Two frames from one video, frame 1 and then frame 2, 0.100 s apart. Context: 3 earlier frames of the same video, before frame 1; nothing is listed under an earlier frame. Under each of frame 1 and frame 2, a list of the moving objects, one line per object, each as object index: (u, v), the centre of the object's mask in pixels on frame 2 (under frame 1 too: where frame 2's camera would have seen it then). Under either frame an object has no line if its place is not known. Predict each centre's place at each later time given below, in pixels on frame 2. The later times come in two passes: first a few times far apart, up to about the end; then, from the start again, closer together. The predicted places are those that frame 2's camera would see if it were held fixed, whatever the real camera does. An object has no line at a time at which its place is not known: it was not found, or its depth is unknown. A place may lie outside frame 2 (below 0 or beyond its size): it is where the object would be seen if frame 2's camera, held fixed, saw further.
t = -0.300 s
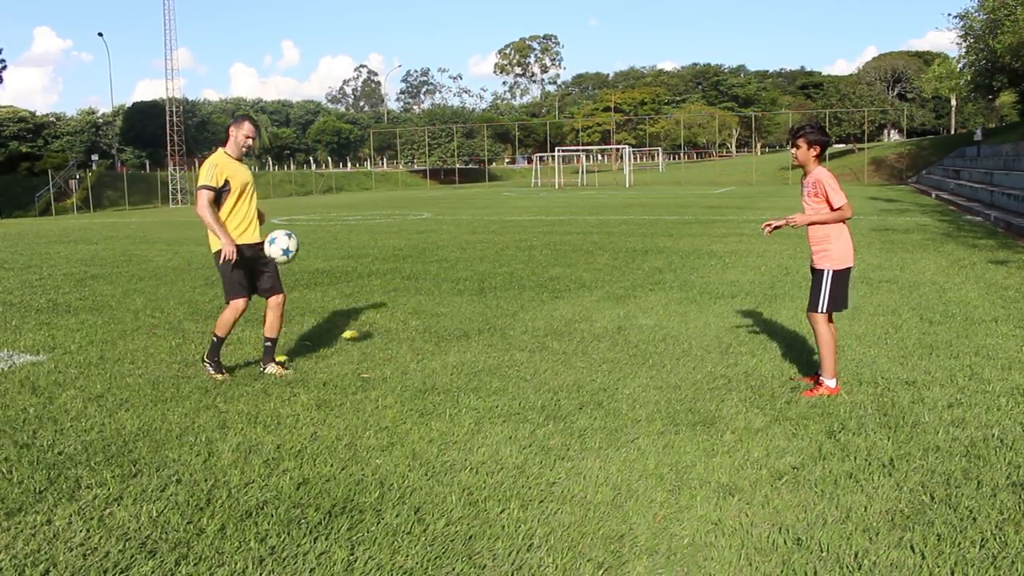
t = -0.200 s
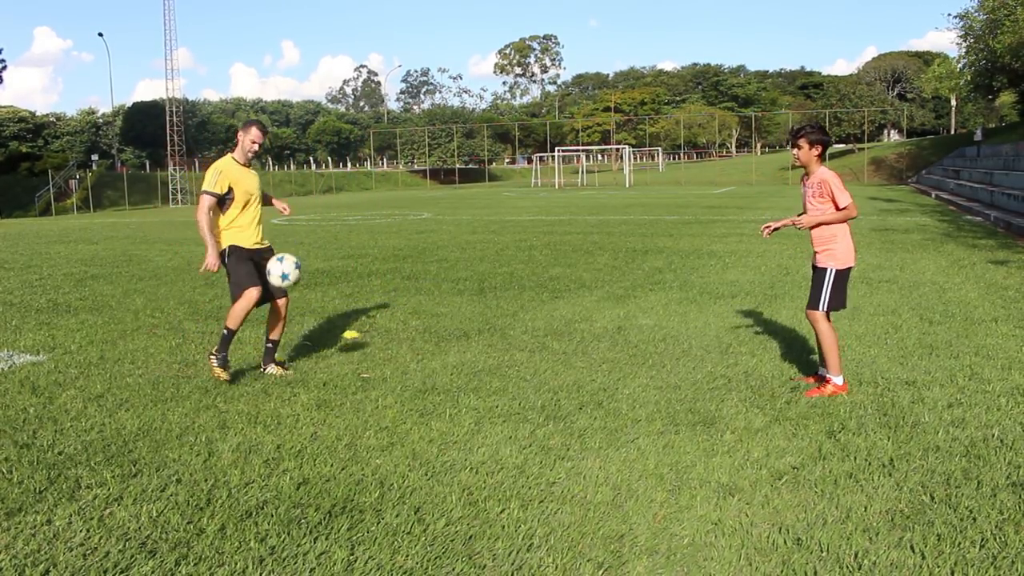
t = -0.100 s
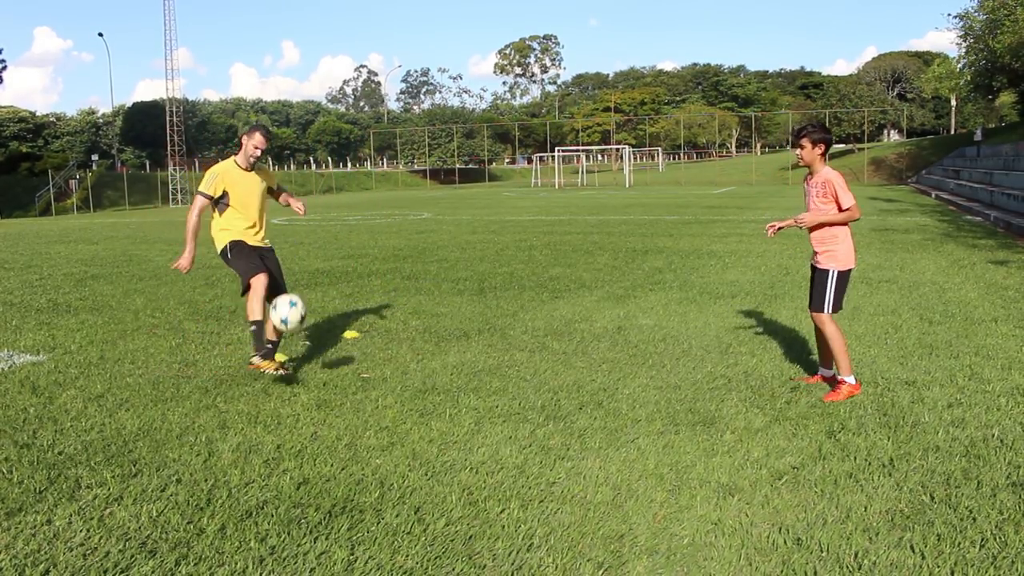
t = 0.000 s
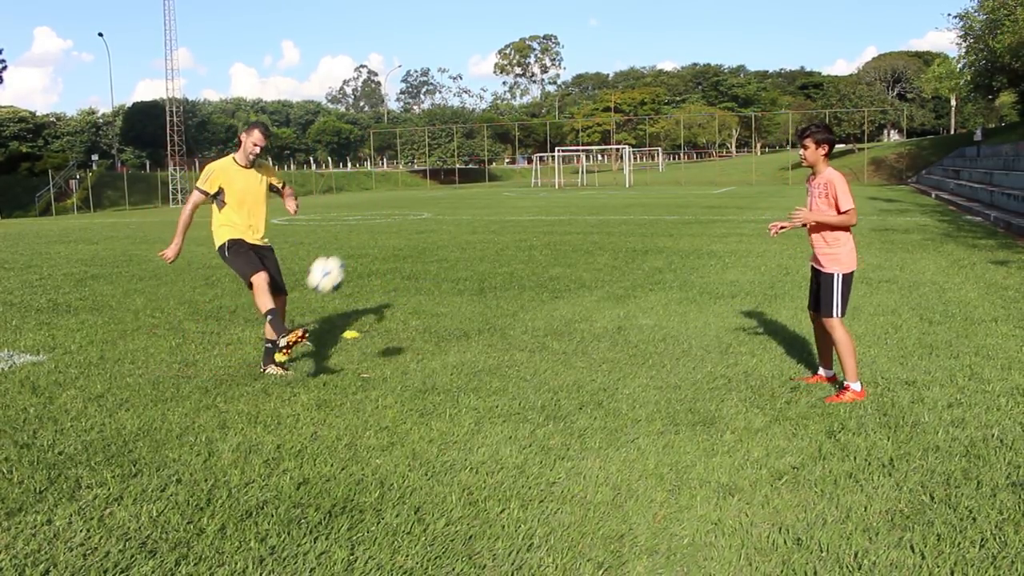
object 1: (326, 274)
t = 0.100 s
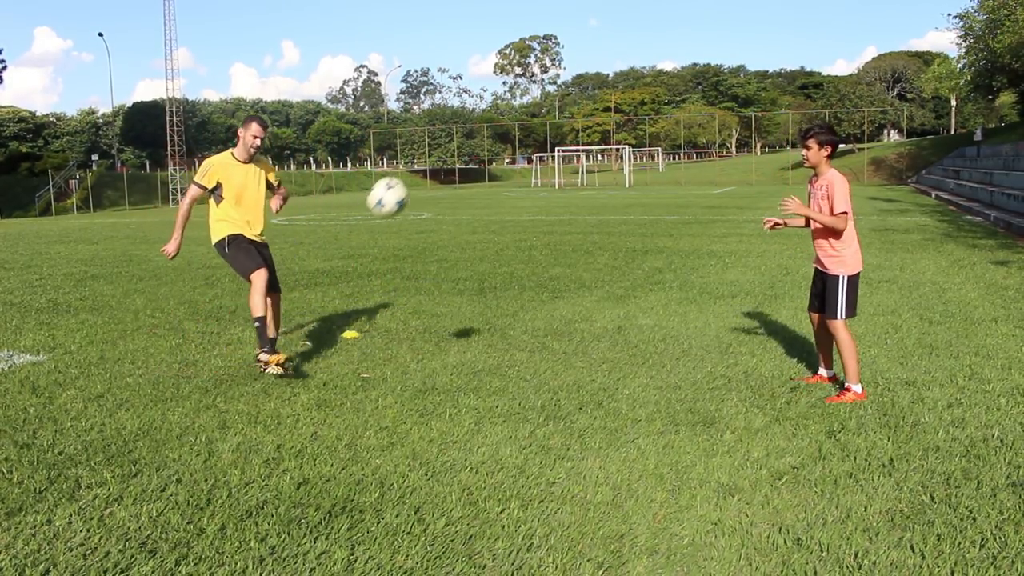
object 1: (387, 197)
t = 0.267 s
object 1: (498, 97)
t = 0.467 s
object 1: (639, 40)
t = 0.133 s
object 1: (409, 173)
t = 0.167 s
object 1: (429, 151)
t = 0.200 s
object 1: (451, 131)
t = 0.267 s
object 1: (498, 97)
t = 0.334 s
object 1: (544, 70)
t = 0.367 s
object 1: (566, 59)
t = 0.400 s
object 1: (590, 51)
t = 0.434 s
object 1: (615, 45)
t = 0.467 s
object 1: (639, 40)
